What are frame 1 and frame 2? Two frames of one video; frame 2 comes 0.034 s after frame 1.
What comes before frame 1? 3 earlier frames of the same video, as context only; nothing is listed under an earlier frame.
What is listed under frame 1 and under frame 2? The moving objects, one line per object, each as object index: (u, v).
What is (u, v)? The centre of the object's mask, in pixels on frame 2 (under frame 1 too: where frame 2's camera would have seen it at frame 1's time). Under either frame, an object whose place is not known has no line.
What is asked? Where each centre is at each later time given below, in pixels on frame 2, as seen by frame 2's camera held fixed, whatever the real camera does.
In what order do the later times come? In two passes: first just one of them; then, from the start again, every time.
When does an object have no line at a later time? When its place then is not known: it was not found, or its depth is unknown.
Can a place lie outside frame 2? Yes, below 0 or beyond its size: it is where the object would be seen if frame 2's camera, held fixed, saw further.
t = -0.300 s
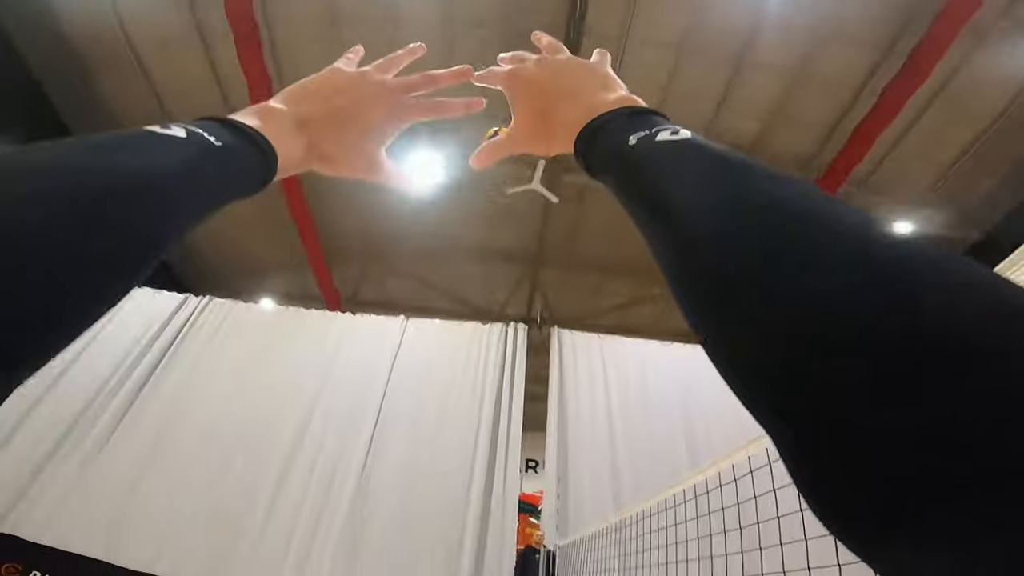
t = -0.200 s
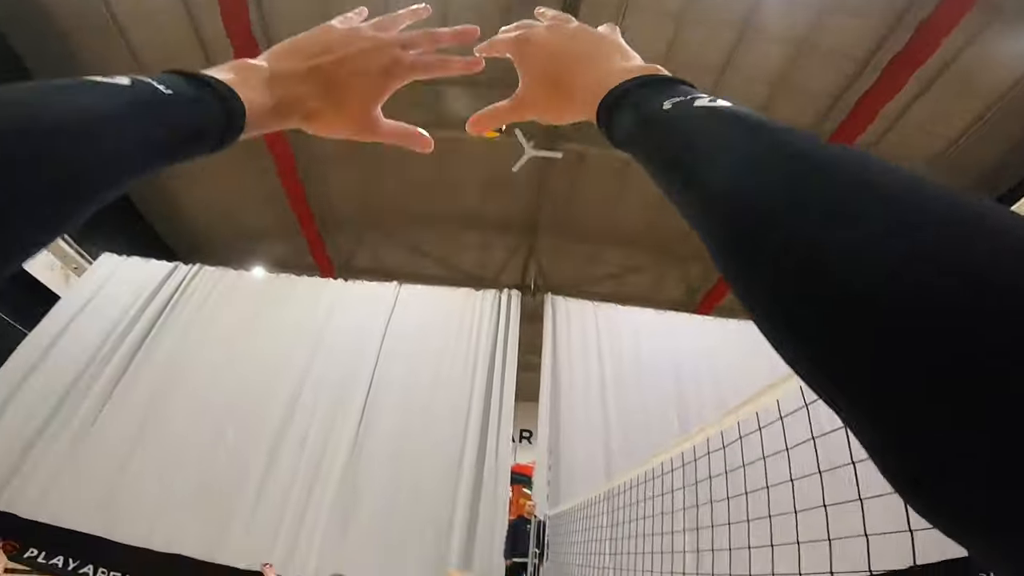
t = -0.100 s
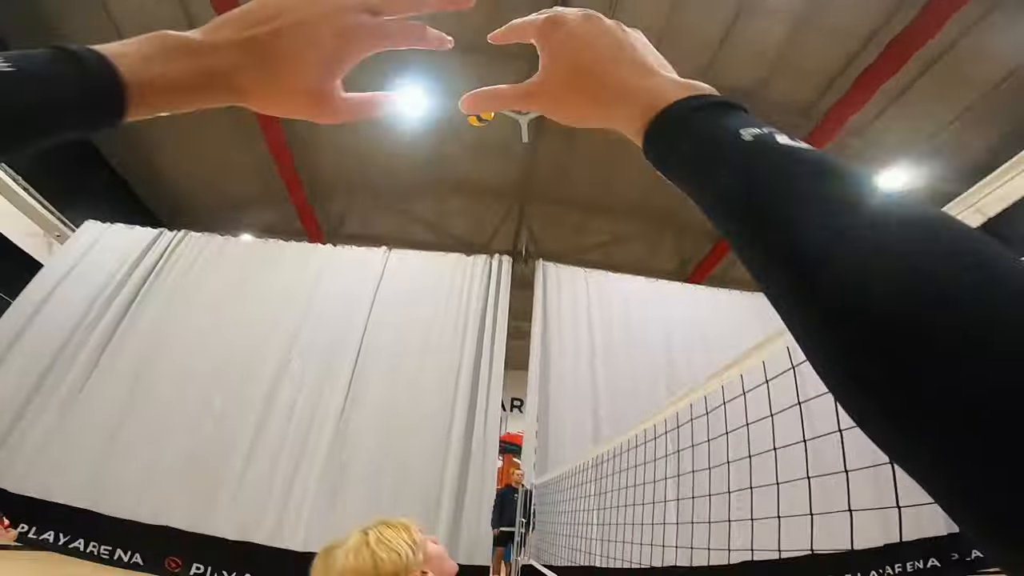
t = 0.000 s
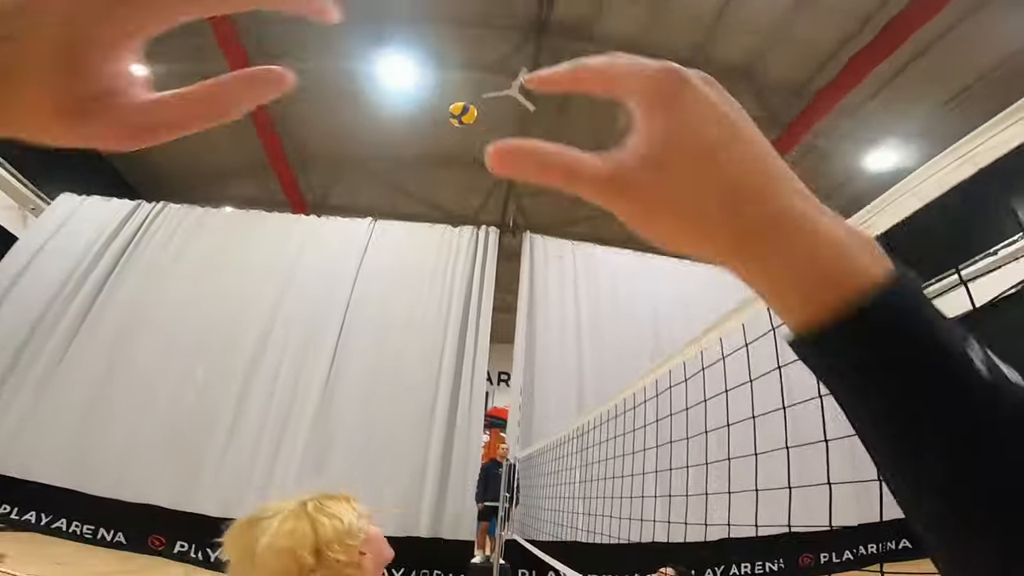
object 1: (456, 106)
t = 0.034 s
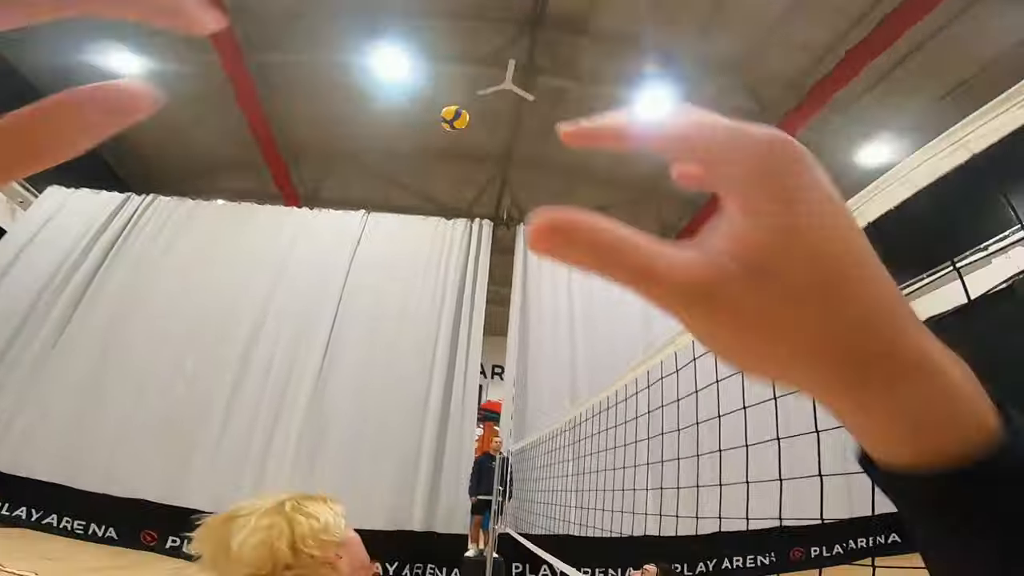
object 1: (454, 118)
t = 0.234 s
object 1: (440, 207)
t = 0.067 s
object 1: (452, 130)
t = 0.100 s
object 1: (450, 144)
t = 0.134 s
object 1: (447, 159)
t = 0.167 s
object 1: (445, 174)
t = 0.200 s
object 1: (442, 191)
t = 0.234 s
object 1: (440, 207)
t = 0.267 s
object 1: (436, 228)
